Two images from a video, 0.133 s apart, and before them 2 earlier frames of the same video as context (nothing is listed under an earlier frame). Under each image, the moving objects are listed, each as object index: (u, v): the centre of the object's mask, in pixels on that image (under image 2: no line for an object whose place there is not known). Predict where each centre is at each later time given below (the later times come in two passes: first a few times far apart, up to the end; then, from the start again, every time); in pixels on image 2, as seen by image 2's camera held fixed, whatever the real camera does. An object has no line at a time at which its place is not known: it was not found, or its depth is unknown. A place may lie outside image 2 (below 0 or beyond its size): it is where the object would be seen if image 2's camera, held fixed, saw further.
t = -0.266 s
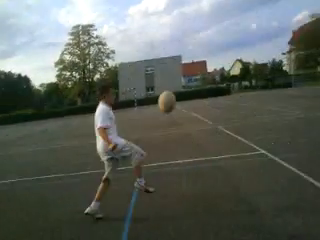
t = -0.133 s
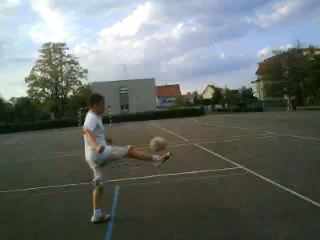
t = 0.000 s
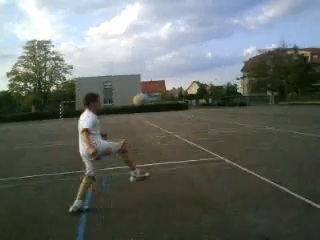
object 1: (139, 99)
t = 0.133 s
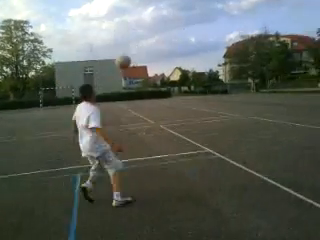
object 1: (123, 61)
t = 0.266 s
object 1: (121, 43)
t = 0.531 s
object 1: (127, 48)
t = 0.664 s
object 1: (132, 65)
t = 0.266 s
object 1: (121, 43)
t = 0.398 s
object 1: (123, 40)
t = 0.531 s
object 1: (127, 48)
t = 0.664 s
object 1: (132, 65)
